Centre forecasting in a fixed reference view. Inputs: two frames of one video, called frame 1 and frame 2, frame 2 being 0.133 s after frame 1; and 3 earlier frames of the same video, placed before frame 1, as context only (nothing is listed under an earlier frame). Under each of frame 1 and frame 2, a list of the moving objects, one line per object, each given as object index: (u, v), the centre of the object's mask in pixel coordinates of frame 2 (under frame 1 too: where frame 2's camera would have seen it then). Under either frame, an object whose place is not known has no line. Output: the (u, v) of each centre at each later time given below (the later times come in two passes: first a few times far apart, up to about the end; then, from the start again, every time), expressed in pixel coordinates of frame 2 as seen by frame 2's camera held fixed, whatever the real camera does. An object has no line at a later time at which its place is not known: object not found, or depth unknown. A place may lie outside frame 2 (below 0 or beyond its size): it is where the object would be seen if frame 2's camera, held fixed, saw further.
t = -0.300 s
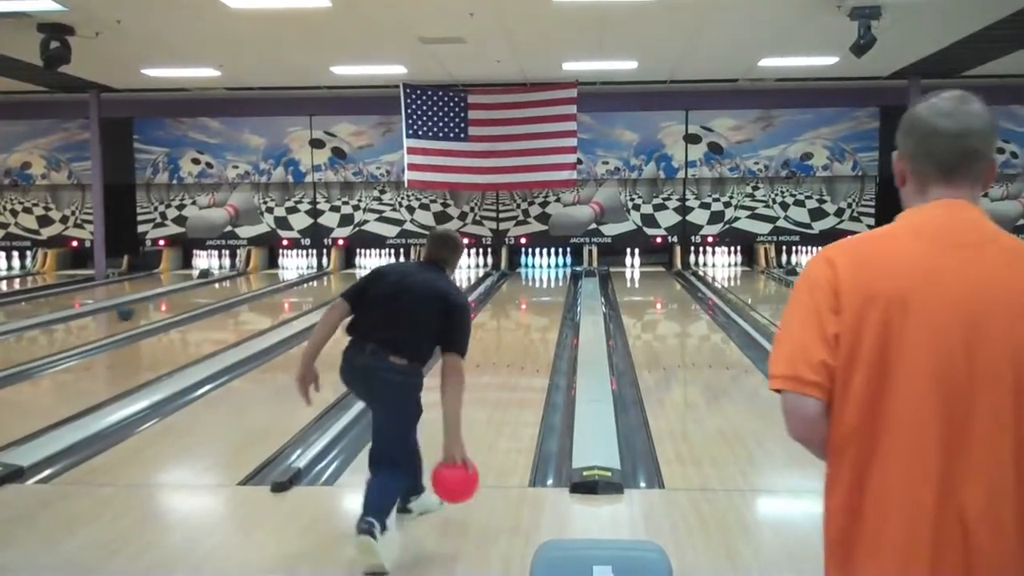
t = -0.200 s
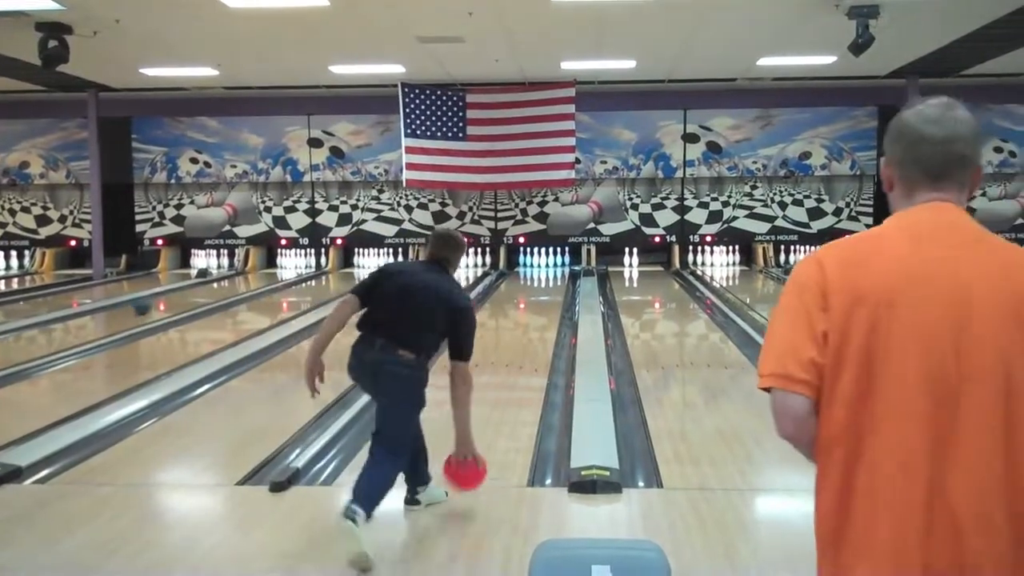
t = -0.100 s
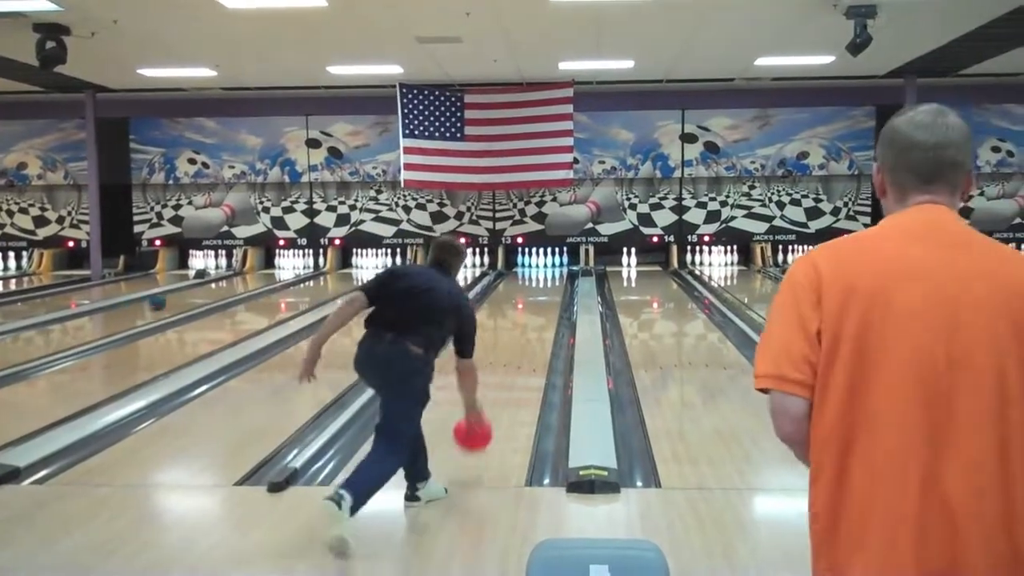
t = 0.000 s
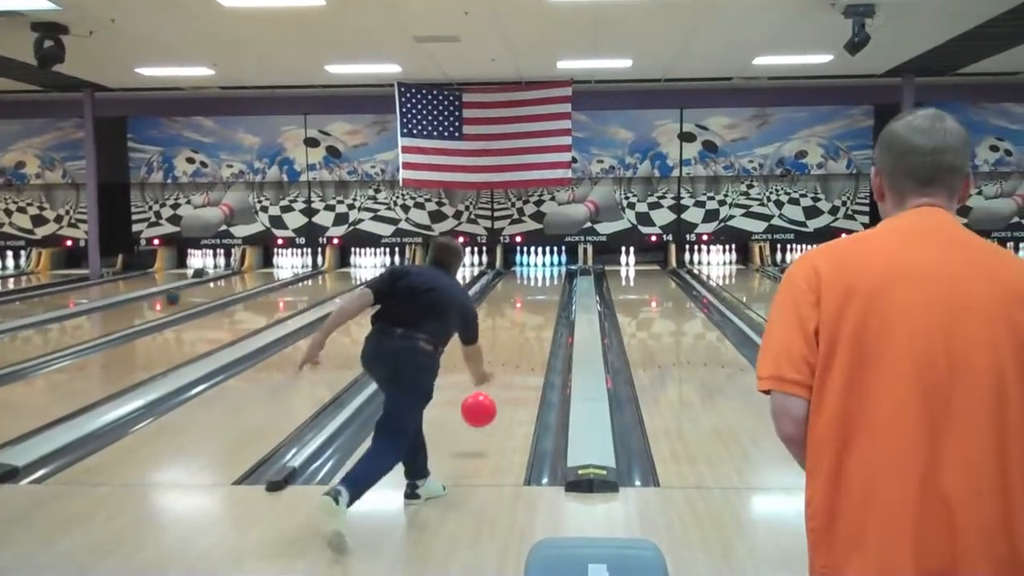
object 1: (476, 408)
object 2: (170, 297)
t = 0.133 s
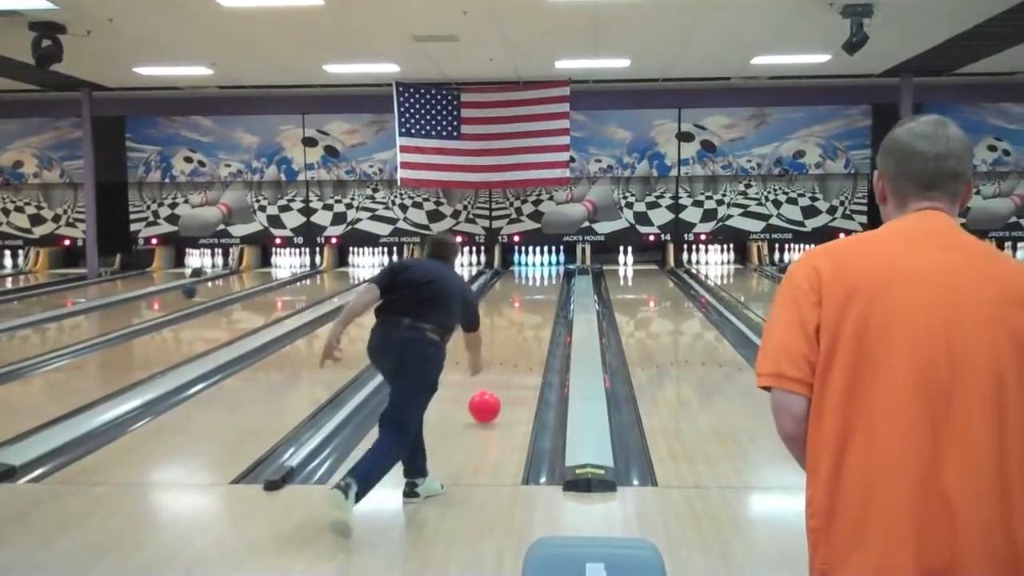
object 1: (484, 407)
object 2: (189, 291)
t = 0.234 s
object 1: (489, 393)
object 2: (202, 288)
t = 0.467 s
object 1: (498, 363)
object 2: (229, 281)
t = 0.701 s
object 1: (504, 342)
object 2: (252, 275)
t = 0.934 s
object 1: (509, 325)
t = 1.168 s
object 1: (513, 311)
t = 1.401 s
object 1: (516, 300)
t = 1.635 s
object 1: (519, 290)
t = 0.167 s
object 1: (486, 403)
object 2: (193, 290)
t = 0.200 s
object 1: (488, 398)
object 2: (198, 289)
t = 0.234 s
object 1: (489, 393)
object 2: (202, 288)
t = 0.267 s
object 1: (491, 388)
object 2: (207, 287)
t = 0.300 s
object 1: (492, 383)
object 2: (211, 286)
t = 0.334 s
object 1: (493, 379)
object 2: (215, 285)
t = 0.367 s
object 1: (495, 374)
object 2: (218, 284)
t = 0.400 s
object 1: (496, 371)
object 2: (222, 283)
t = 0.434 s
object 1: (497, 367)
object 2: (226, 282)
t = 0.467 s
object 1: (498, 363)
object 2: (229, 281)
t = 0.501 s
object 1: (499, 360)
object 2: (233, 280)
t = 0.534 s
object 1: (500, 356)
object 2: (236, 278)
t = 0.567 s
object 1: (501, 353)
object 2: (239, 278)
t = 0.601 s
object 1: (501, 350)
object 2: (242, 276)
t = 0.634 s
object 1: (503, 347)
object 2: (245, 277)
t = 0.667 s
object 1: (503, 344)
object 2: (249, 276)
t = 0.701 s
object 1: (504, 342)
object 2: (252, 275)
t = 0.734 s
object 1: (505, 339)
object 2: (255, 275)
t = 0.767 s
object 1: (506, 336)
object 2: (257, 274)
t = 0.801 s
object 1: (506, 334)
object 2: (259, 273)
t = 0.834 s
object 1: (507, 331)
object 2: (263, 274)
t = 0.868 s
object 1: (508, 329)
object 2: (266, 273)
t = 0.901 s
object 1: (508, 327)
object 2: (269, 272)
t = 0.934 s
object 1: (509, 325)
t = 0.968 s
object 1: (510, 322)
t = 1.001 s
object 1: (511, 319)
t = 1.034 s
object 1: (511, 318)
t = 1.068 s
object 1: (511, 316)
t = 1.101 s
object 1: (512, 315)
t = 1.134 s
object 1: (512, 313)
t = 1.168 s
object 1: (513, 311)
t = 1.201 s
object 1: (513, 310)
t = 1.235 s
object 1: (514, 309)
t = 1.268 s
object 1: (515, 306)
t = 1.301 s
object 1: (515, 304)
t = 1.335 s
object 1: (516, 302)
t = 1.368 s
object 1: (516, 300)
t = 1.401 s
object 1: (516, 300)
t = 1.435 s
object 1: (517, 299)
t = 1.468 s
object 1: (517, 297)
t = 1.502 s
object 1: (518, 295)
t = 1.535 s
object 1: (518, 294)
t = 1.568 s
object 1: (518, 292)
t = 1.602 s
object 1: (519, 292)
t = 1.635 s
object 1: (519, 290)
